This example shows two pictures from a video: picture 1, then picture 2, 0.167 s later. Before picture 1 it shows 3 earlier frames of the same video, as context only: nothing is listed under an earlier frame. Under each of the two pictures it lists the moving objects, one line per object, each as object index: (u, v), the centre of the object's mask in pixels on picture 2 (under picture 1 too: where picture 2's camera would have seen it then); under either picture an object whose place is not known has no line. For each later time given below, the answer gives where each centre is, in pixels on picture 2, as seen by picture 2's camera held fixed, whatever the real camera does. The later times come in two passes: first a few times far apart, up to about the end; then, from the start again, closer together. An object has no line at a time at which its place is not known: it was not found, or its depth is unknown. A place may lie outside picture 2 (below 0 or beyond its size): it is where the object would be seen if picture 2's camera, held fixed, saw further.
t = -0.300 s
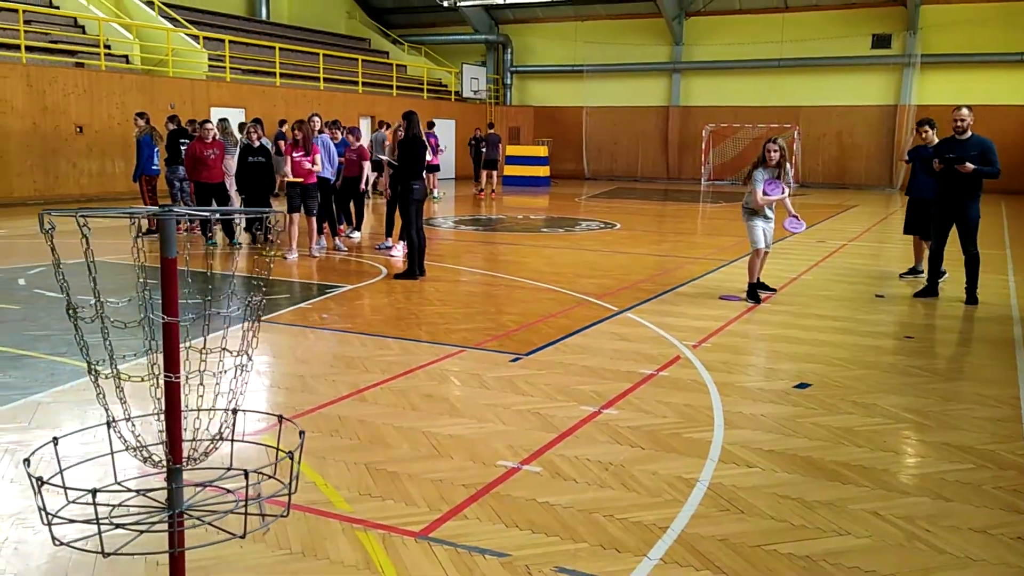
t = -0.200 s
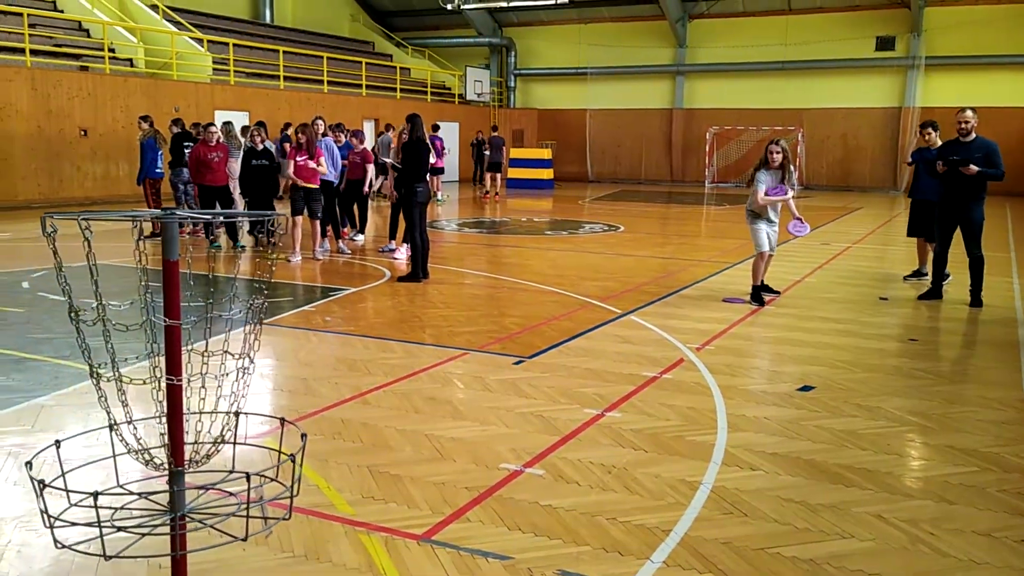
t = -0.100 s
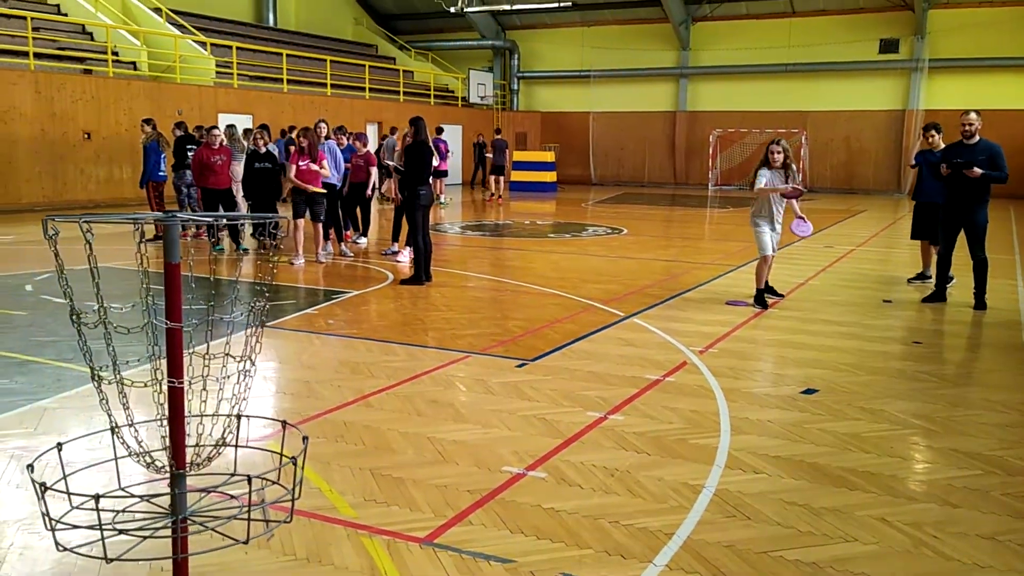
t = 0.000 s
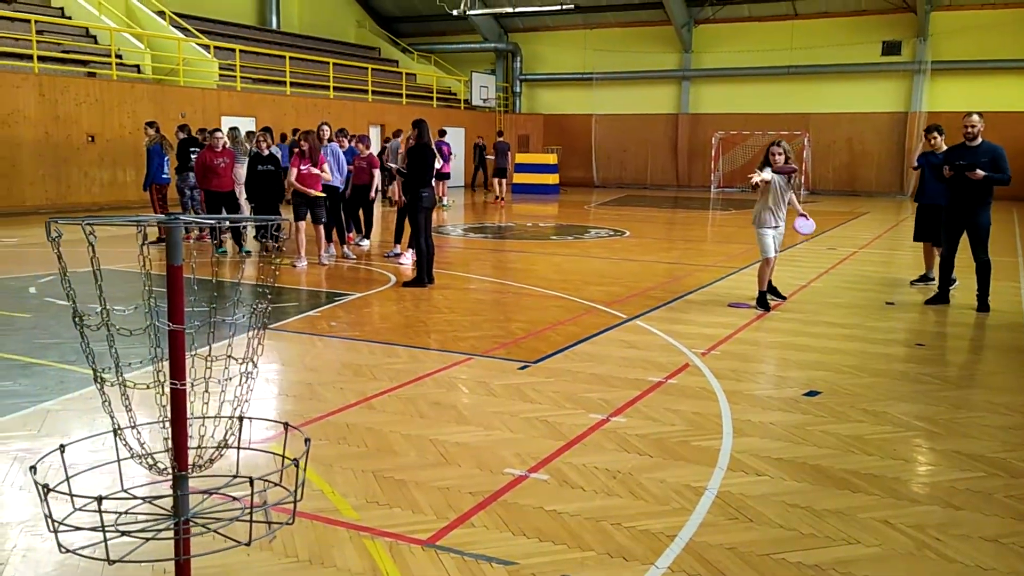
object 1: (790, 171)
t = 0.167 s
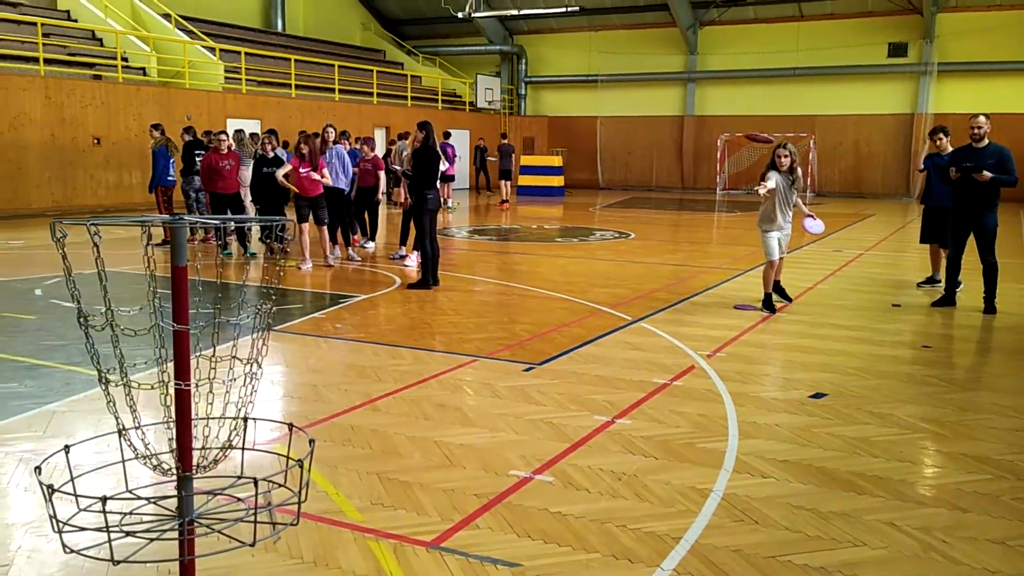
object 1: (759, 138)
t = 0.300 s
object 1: (726, 125)
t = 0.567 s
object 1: (630, 142)
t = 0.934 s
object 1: (400, 380)
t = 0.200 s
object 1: (751, 133)
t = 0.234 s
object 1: (744, 130)
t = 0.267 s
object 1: (735, 127)
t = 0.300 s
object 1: (726, 125)
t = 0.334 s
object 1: (717, 123)
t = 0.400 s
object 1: (696, 124)
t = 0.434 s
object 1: (684, 125)
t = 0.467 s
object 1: (672, 128)
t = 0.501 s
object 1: (660, 131)
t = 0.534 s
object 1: (645, 136)
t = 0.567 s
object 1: (630, 142)
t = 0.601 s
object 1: (615, 150)
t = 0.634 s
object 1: (598, 159)
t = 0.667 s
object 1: (580, 170)
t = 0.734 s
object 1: (544, 200)
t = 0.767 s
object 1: (523, 220)
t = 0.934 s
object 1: (400, 380)
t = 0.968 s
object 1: (368, 432)
